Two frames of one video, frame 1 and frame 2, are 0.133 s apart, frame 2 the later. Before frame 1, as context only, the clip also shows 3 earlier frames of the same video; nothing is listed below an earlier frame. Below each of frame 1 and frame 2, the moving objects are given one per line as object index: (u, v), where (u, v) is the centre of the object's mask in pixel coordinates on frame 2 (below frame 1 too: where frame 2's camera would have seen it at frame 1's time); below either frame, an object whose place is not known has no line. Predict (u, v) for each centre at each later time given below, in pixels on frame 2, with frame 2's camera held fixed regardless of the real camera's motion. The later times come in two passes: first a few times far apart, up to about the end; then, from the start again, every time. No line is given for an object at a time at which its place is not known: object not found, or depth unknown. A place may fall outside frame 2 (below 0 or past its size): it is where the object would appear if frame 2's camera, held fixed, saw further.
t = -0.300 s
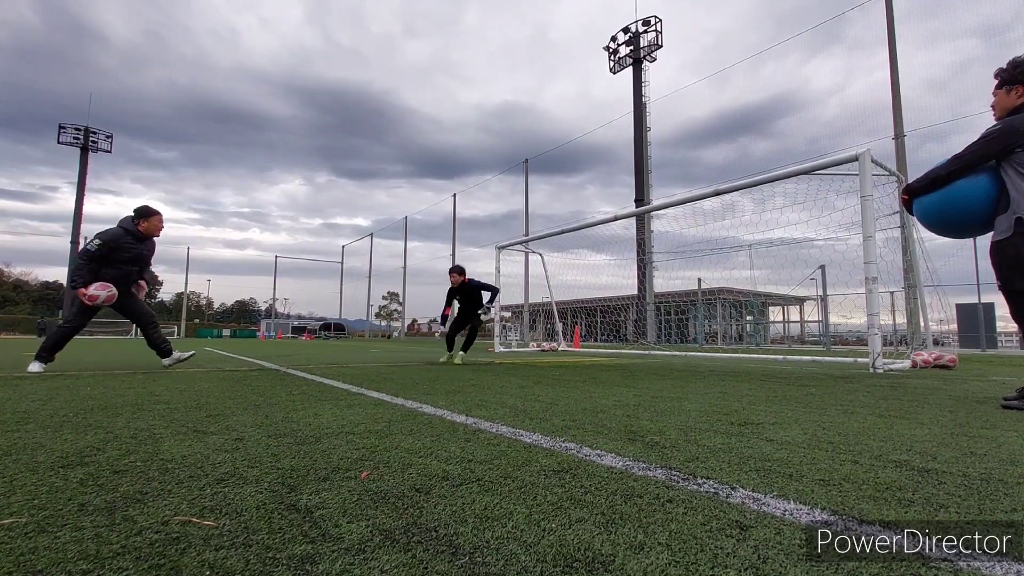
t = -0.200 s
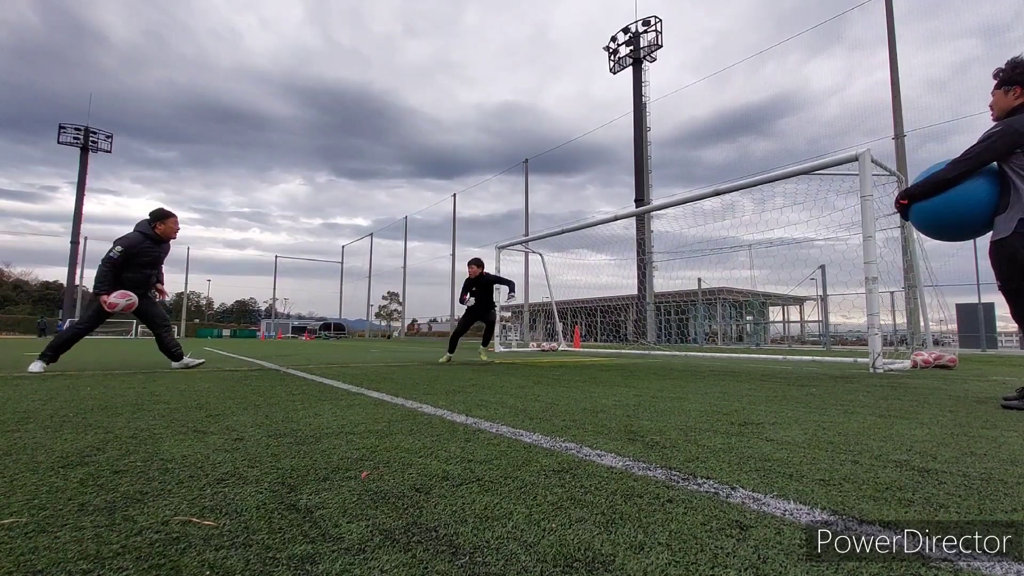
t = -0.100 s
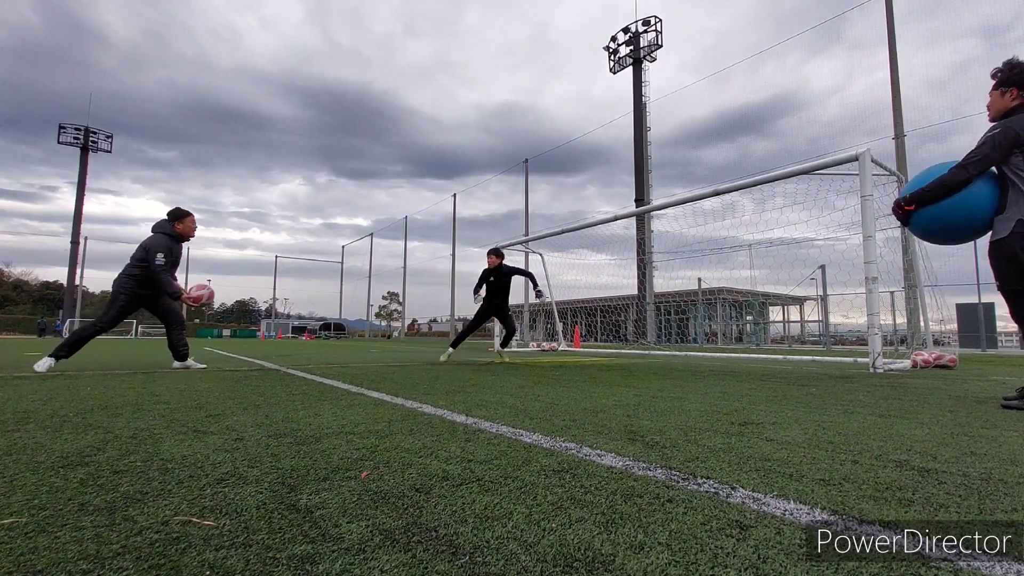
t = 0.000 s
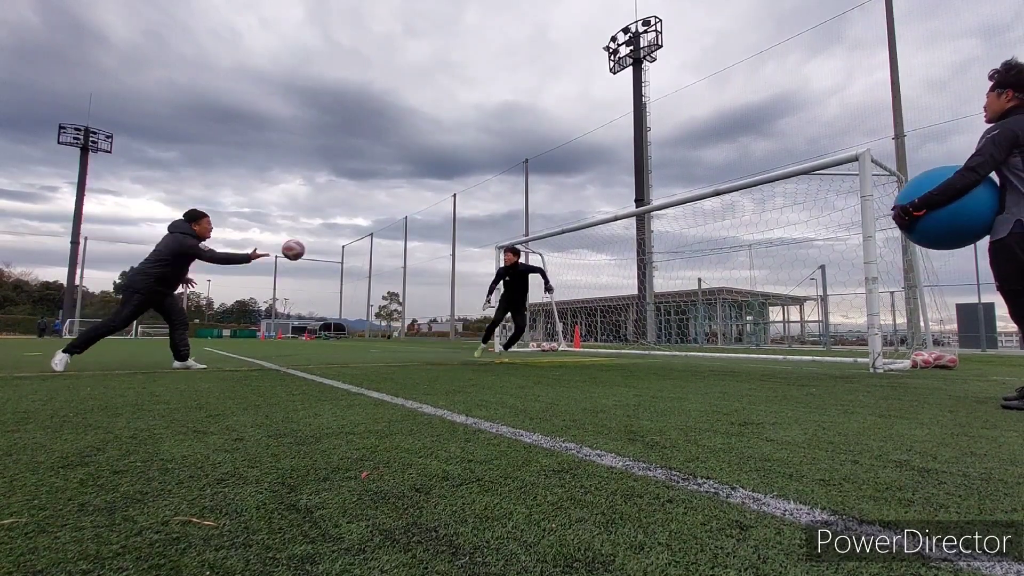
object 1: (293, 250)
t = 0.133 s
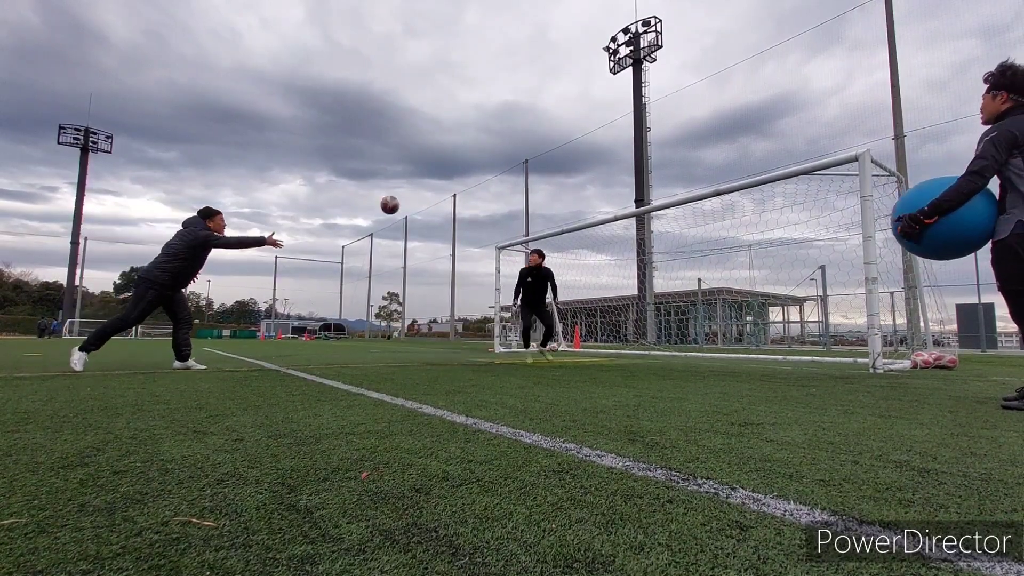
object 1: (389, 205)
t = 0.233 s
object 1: (449, 186)
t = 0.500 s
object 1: (572, 179)
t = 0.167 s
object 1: (410, 197)
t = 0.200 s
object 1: (430, 190)
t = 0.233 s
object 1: (449, 186)
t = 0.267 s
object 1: (466, 182)
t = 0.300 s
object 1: (483, 179)
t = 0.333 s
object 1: (500, 177)
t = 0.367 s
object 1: (515, 176)
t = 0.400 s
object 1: (531, 176)
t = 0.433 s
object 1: (545, 176)
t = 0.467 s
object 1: (558, 177)
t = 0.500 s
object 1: (572, 179)
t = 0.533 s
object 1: (584, 182)
